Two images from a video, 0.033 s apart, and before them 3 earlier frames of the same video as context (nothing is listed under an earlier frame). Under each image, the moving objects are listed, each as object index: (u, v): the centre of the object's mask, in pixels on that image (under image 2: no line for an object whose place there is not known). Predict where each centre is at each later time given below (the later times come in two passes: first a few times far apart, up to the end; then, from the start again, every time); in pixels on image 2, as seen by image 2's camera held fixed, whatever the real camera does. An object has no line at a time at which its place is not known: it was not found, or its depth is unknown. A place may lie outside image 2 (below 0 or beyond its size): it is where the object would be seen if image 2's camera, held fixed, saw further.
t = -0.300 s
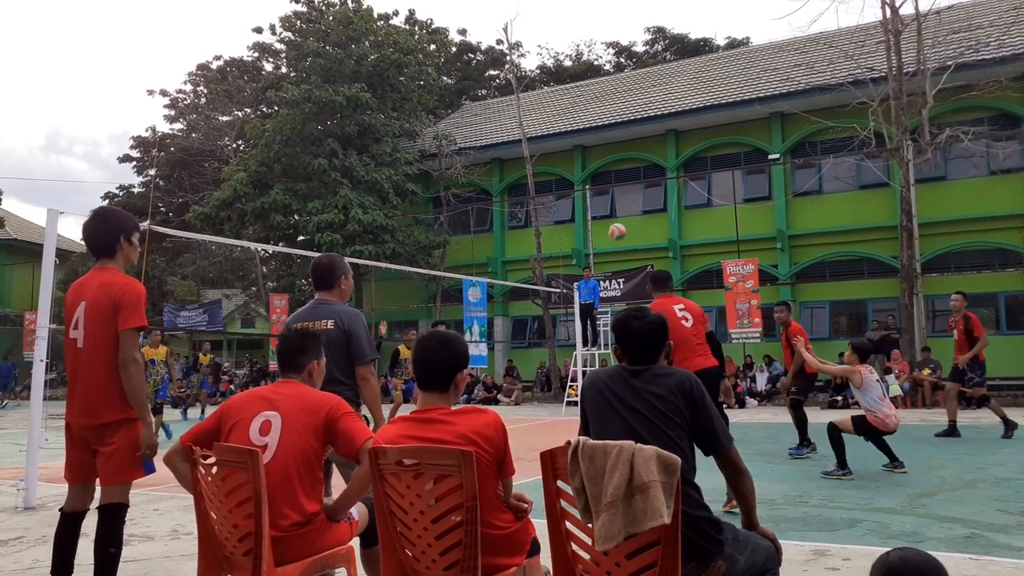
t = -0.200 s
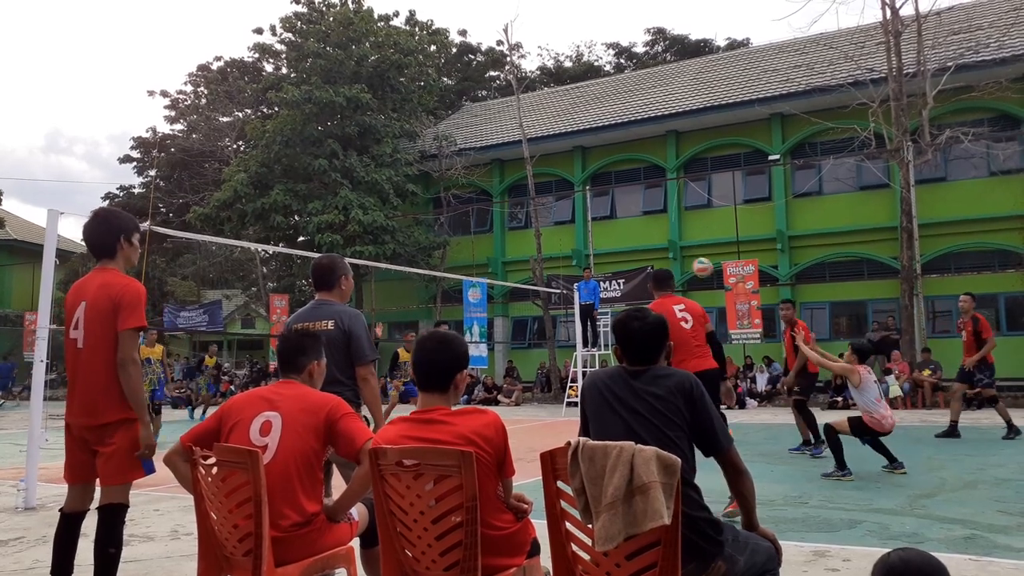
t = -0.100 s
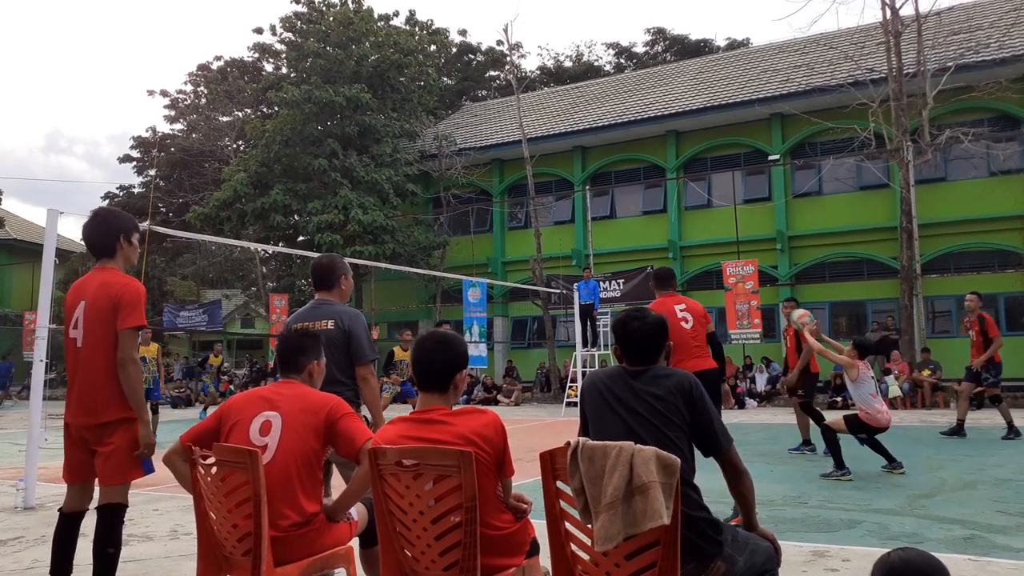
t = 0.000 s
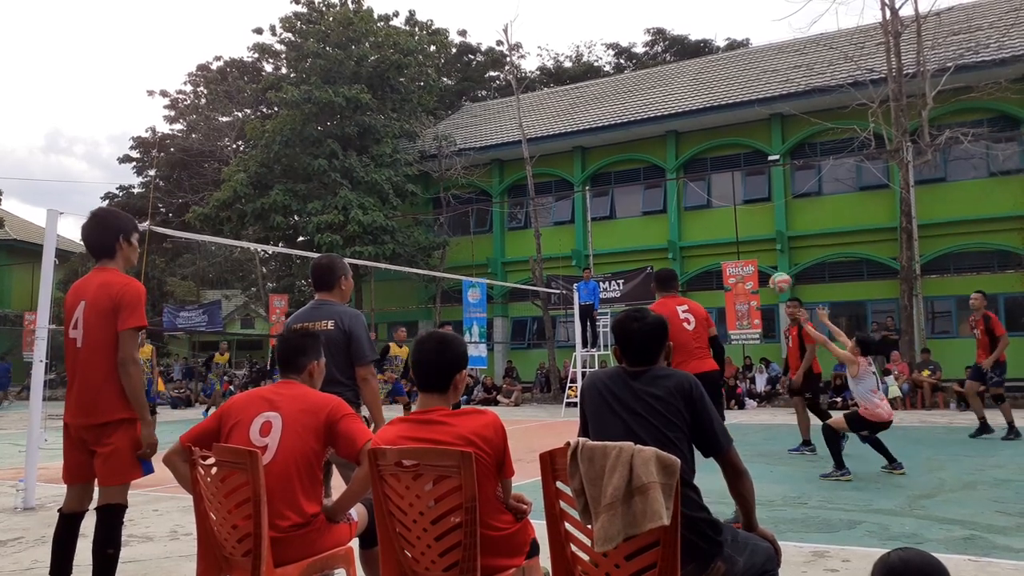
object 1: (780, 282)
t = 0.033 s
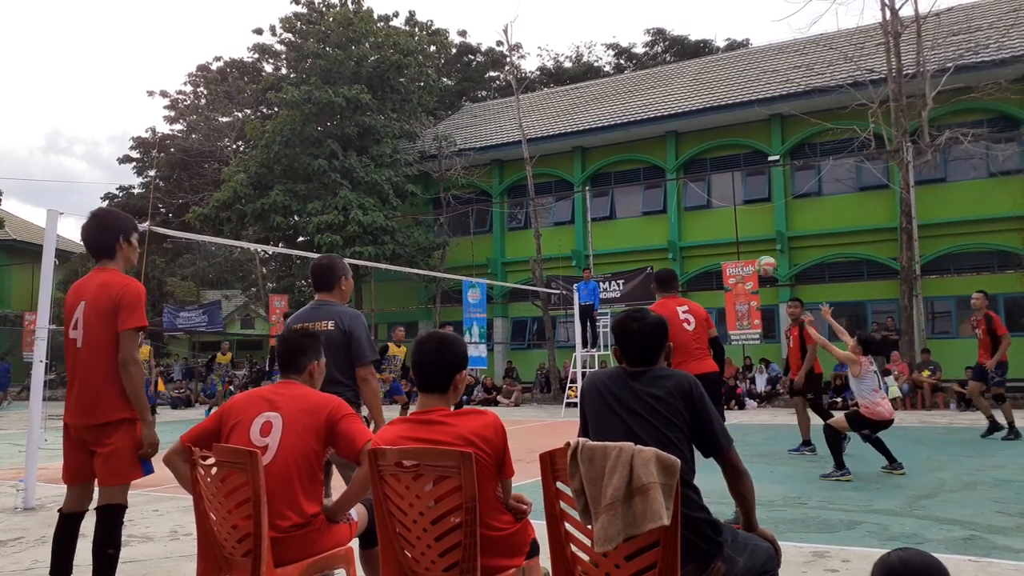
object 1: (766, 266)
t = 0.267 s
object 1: (676, 188)
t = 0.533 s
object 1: (594, 168)
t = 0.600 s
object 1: (577, 172)
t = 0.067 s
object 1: (751, 250)
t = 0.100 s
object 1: (738, 236)
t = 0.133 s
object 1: (724, 224)
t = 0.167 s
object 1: (712, 213)
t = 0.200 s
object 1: (699, 203)
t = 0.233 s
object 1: (687, 194)
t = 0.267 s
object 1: (676, 188)
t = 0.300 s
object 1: (665, 182)
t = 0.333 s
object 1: (654, 177)
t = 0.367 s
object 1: (643, 173)
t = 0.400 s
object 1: (633, 170)
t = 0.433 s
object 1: (623, 168)
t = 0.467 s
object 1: (613, 167)
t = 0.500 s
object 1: (603, 167)
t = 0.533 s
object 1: (594, 168)
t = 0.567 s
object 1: (586, 170)
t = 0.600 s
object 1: (577, 172)
